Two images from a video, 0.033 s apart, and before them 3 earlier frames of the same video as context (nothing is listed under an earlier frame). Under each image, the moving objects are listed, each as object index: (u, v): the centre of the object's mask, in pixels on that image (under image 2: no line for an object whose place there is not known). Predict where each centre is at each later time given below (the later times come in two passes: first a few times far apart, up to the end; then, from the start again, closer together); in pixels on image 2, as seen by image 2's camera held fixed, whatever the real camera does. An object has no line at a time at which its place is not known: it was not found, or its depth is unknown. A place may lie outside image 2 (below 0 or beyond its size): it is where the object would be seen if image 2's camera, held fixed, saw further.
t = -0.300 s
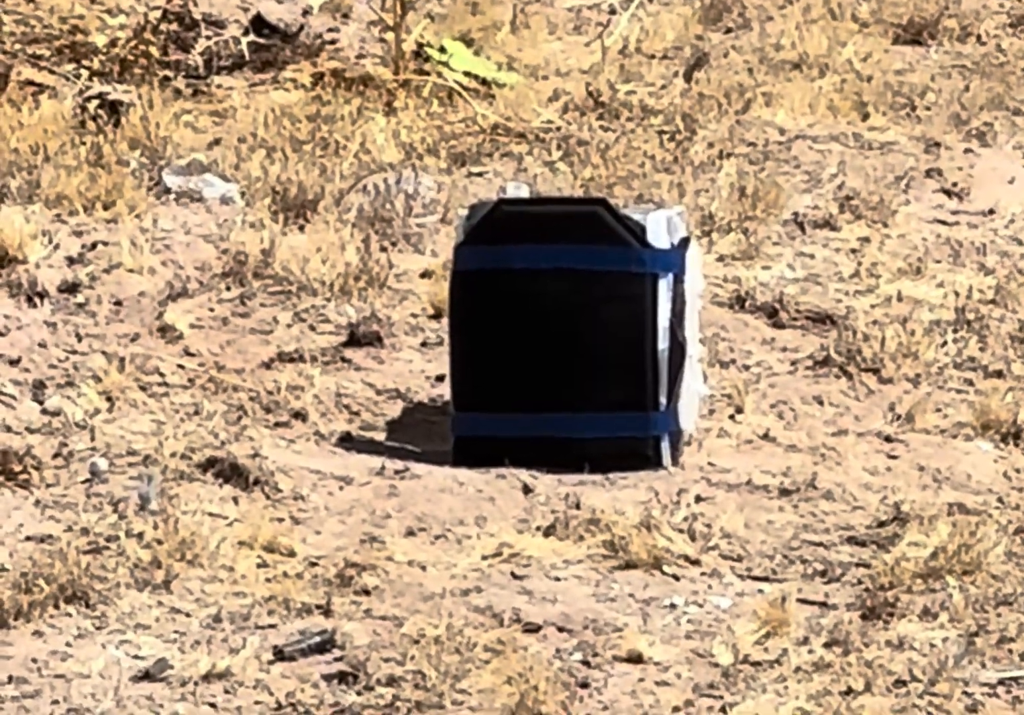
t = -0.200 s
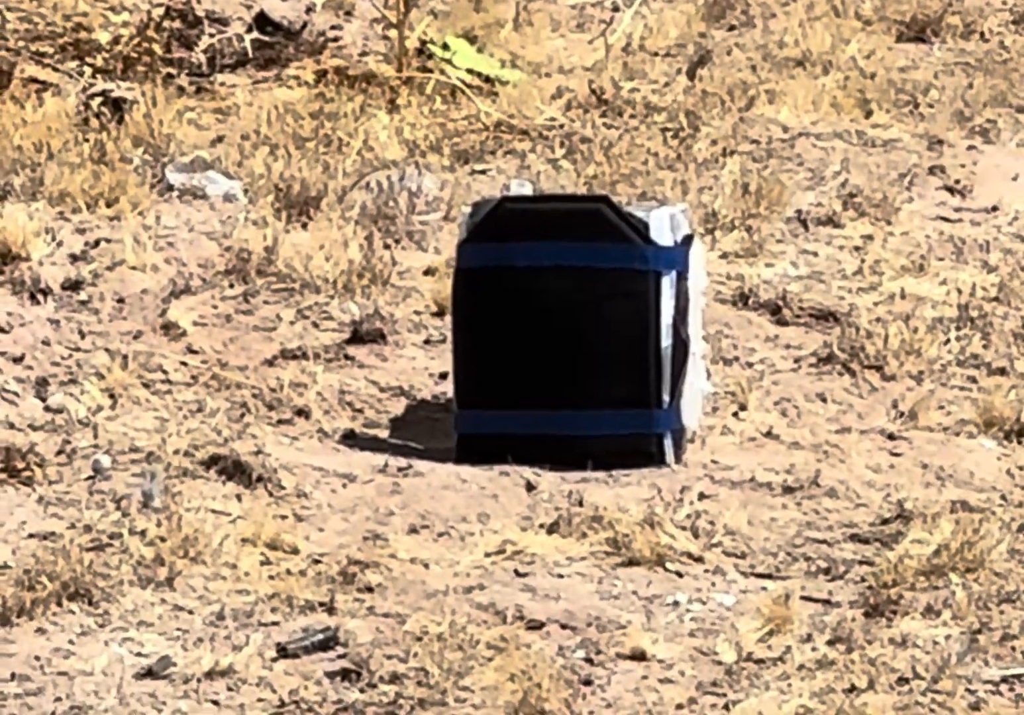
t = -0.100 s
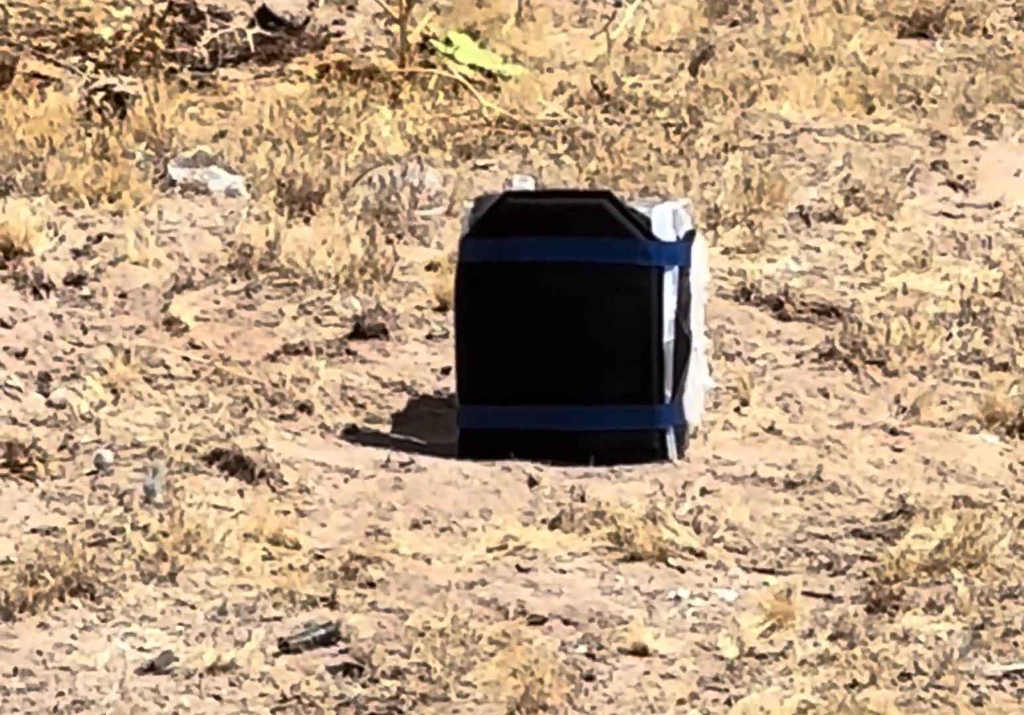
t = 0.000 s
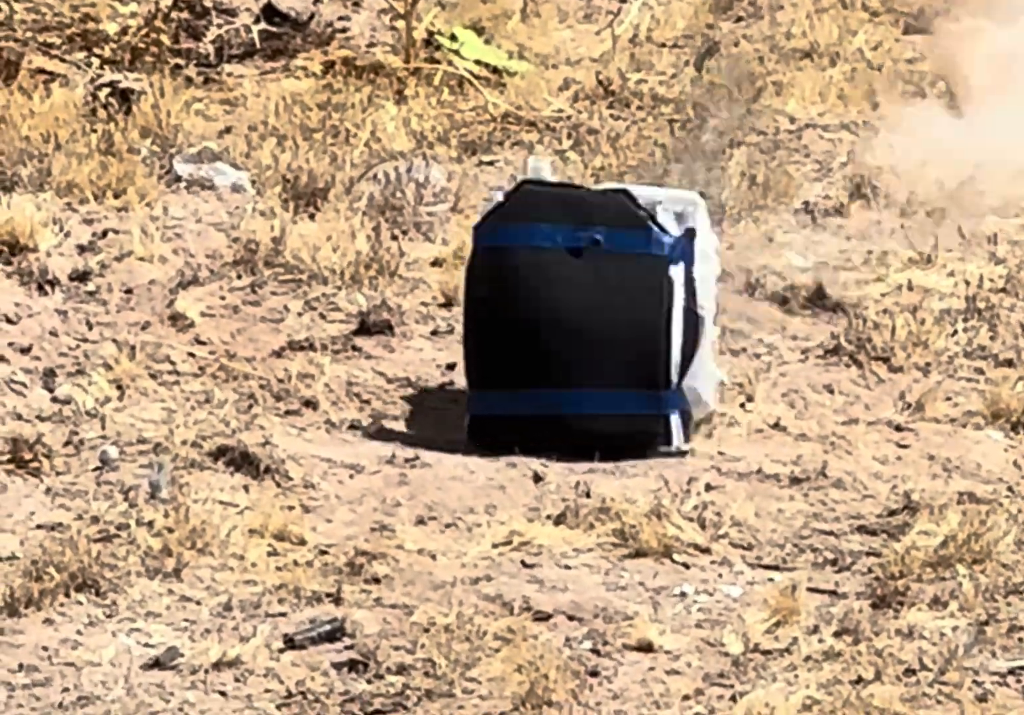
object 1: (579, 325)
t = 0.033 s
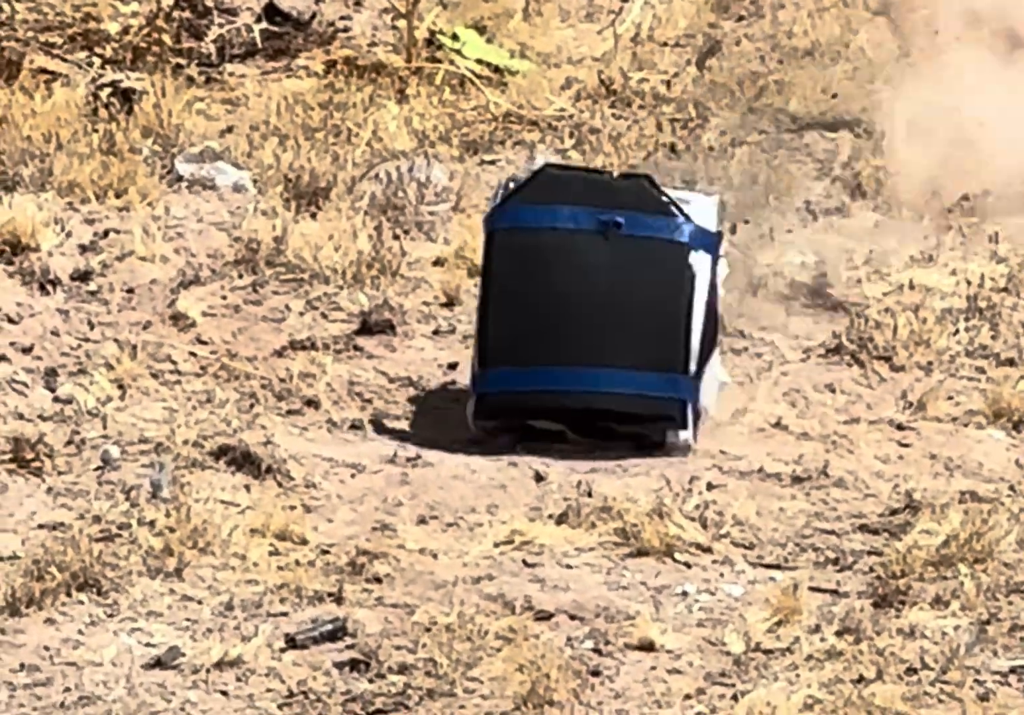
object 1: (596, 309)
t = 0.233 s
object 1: (610, 324)
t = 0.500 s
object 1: (587, 376)
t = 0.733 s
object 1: (580, 410)
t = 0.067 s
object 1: (602, 306)
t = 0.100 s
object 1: (609, 306)
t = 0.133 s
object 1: (615, 316)
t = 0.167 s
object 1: (616, 329)
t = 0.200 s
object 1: (613, 330)
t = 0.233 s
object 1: (610, 324)
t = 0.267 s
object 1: (606, 326)
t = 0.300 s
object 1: (603, 325)
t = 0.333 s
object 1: (602, 327)
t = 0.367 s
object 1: (597, 336)
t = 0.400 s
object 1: (595, 344)
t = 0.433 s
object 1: (594, 348)
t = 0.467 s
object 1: (590, 360)
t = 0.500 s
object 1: (587, 376)
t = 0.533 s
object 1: (587, 403)
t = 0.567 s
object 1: (583, 408)
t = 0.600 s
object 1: (584, 402)
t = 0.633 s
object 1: (585, 400)
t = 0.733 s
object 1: (580, 410)
